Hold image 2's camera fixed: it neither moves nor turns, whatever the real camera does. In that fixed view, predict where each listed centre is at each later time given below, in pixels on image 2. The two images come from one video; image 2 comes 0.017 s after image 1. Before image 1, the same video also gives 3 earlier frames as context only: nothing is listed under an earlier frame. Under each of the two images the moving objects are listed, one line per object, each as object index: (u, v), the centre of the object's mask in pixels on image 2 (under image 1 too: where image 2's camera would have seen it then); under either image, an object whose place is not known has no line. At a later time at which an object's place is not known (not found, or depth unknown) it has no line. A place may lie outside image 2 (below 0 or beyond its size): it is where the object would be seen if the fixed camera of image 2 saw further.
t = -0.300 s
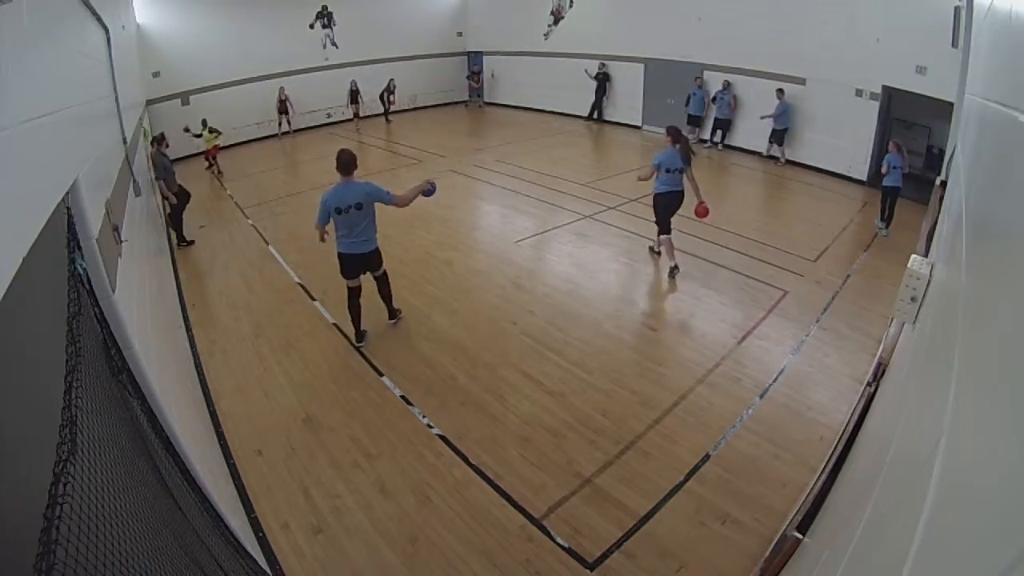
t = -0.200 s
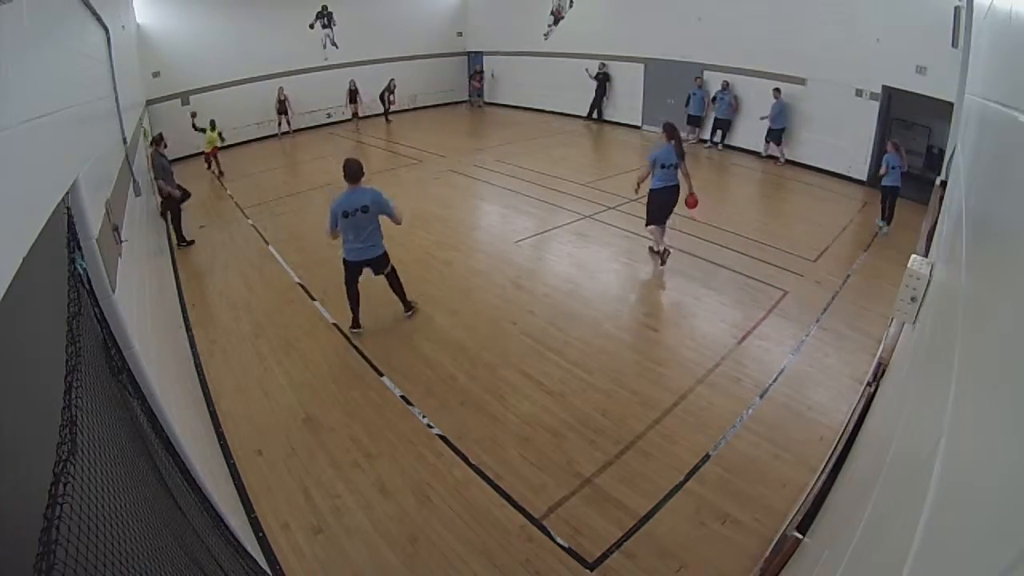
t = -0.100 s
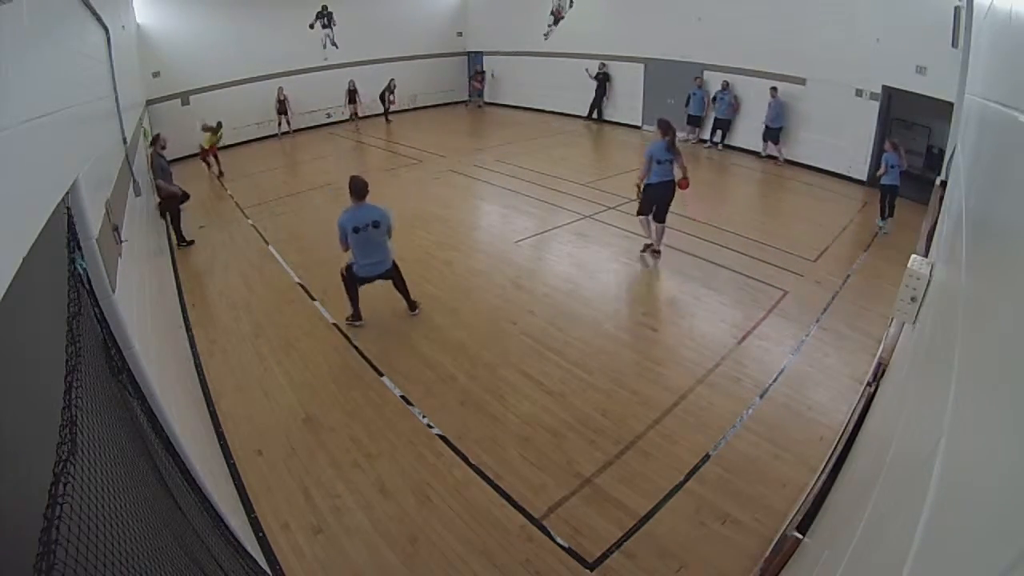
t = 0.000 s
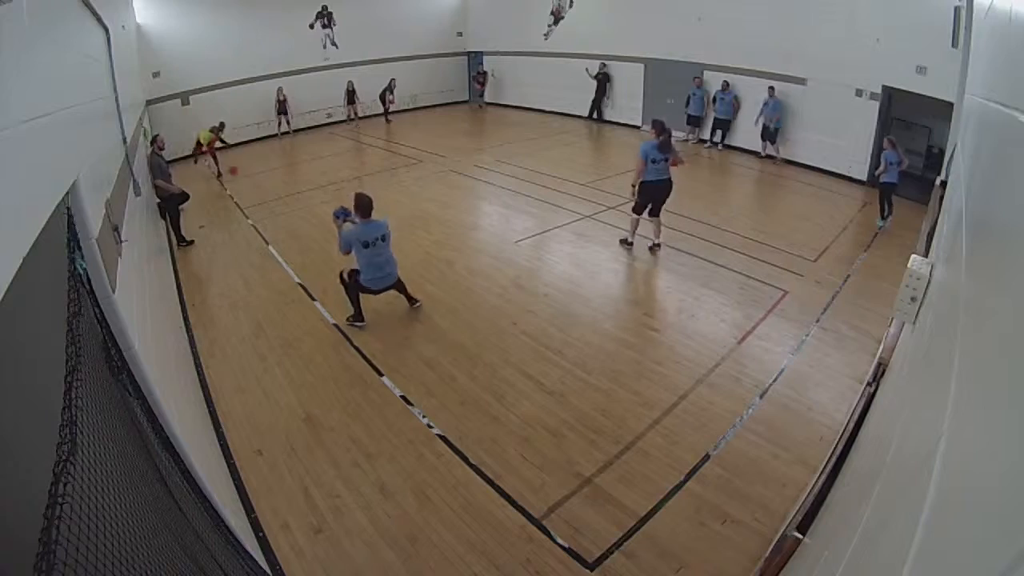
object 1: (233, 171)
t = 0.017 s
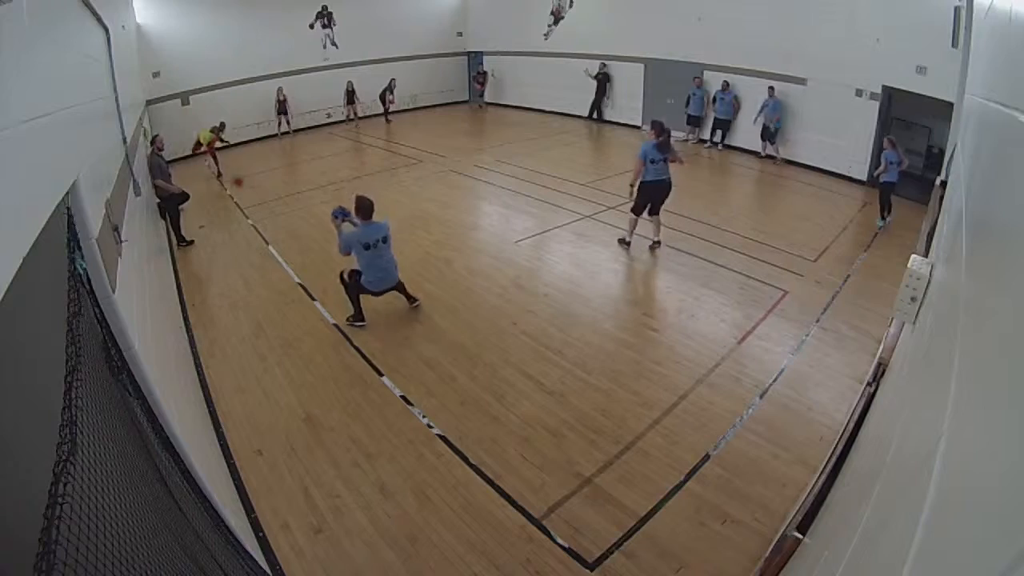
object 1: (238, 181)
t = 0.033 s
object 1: (246, 193)
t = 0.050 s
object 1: (253, 206)
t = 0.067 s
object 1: (262, 221)
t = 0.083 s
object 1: (274, 237)
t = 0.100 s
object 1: (286, 256)
